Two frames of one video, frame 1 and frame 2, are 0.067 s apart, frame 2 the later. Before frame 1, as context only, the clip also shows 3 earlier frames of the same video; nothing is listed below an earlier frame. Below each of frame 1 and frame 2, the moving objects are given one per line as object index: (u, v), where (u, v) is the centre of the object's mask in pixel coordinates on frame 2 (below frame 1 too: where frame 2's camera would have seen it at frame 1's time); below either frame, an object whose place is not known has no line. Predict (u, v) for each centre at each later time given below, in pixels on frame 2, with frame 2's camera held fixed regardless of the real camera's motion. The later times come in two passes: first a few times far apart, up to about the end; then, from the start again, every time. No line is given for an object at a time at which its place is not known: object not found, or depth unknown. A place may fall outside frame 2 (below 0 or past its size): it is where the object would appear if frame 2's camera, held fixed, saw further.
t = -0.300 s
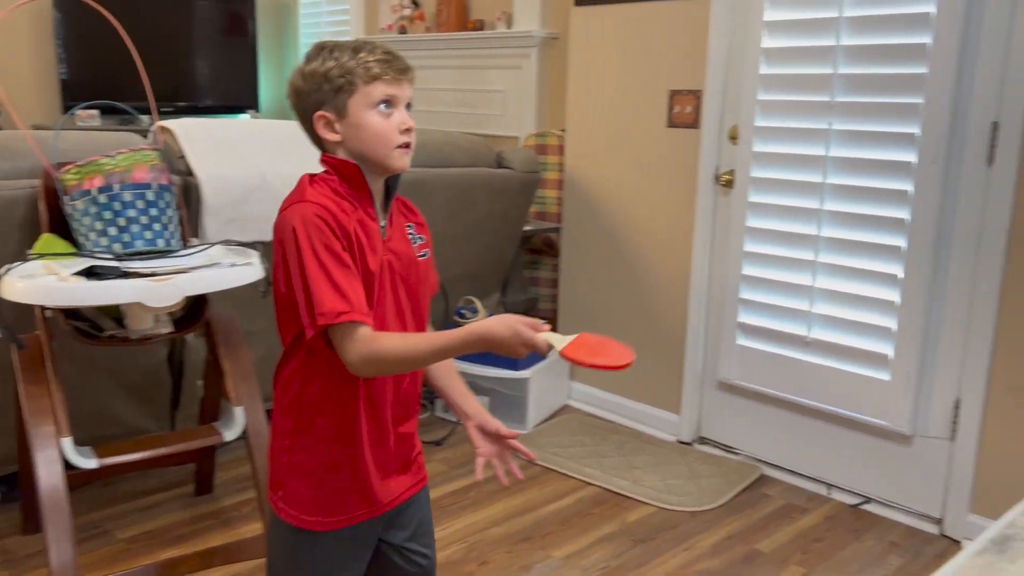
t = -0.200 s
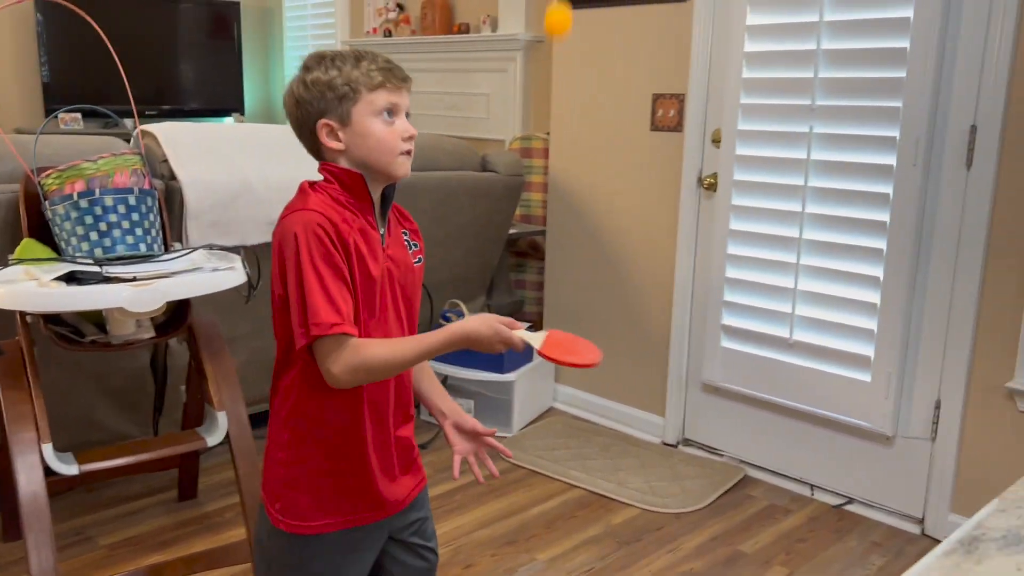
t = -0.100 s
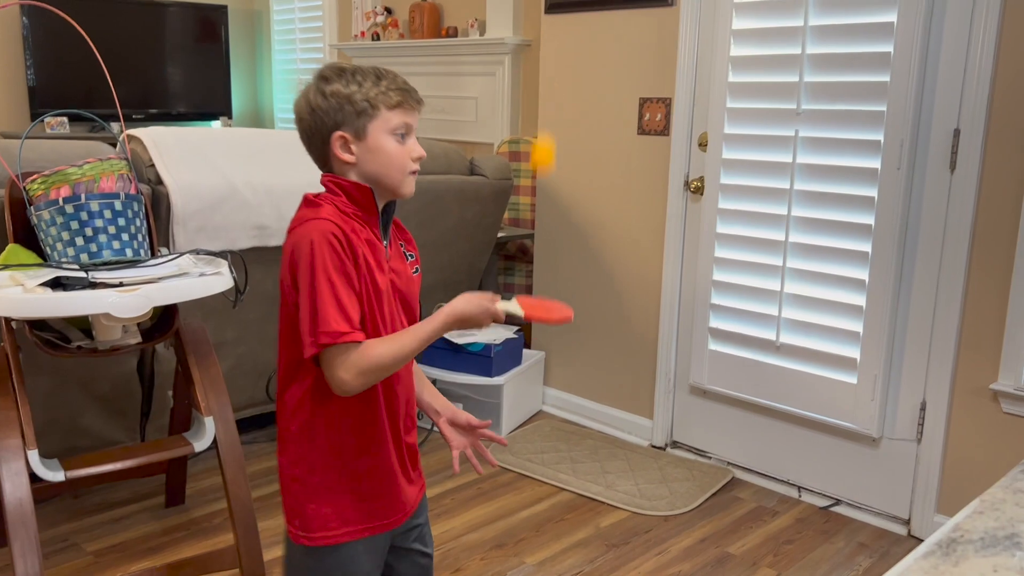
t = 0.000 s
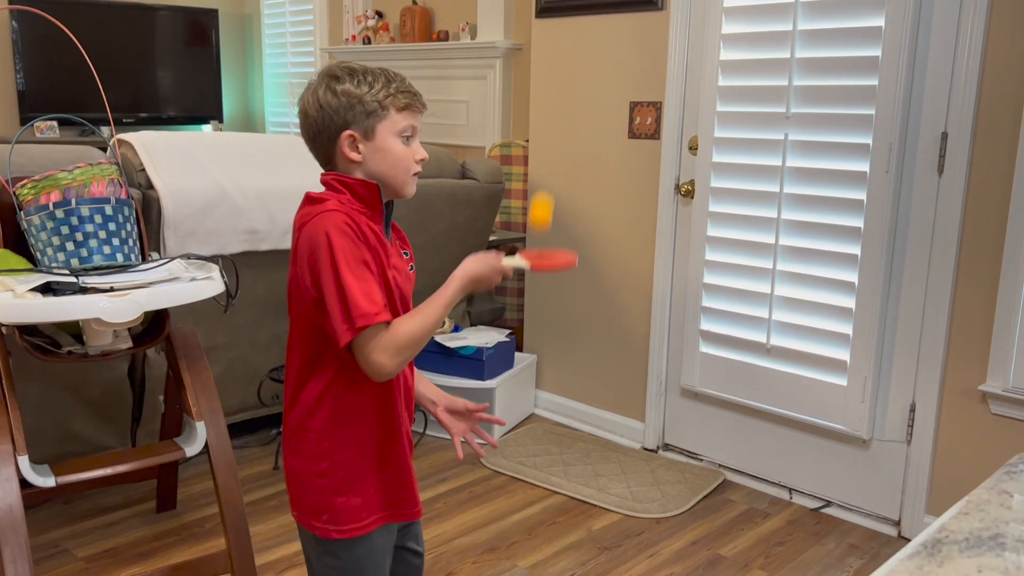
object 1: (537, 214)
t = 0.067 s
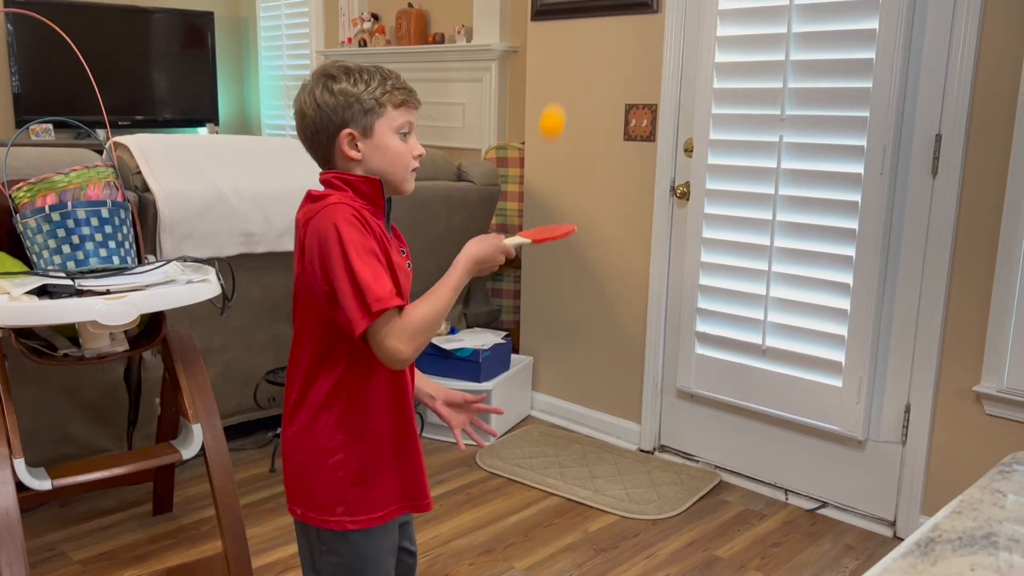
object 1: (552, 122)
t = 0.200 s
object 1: (584, 23)
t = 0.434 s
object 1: (625, 138)
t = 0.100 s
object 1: (561, 85)
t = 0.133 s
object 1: (569, 57)
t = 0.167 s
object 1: (576, 37)
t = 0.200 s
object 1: (584, 23)
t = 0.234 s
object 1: (591, 16)
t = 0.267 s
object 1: (598, 18)
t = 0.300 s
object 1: (604, 27)
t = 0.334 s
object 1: (611, 44)
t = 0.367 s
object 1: (616, 68)
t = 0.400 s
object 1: (621, 99)
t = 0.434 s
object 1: (625, 138)
